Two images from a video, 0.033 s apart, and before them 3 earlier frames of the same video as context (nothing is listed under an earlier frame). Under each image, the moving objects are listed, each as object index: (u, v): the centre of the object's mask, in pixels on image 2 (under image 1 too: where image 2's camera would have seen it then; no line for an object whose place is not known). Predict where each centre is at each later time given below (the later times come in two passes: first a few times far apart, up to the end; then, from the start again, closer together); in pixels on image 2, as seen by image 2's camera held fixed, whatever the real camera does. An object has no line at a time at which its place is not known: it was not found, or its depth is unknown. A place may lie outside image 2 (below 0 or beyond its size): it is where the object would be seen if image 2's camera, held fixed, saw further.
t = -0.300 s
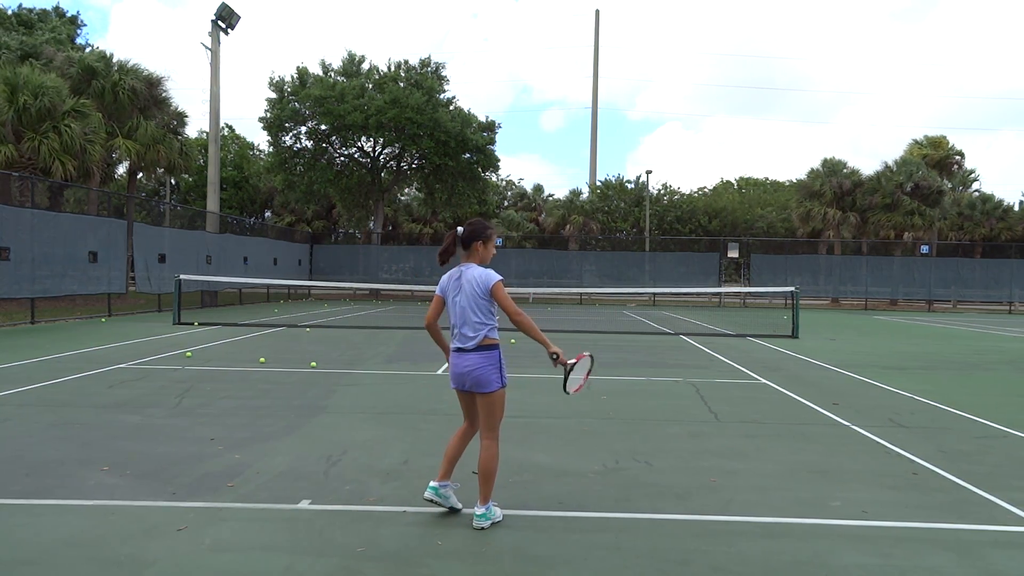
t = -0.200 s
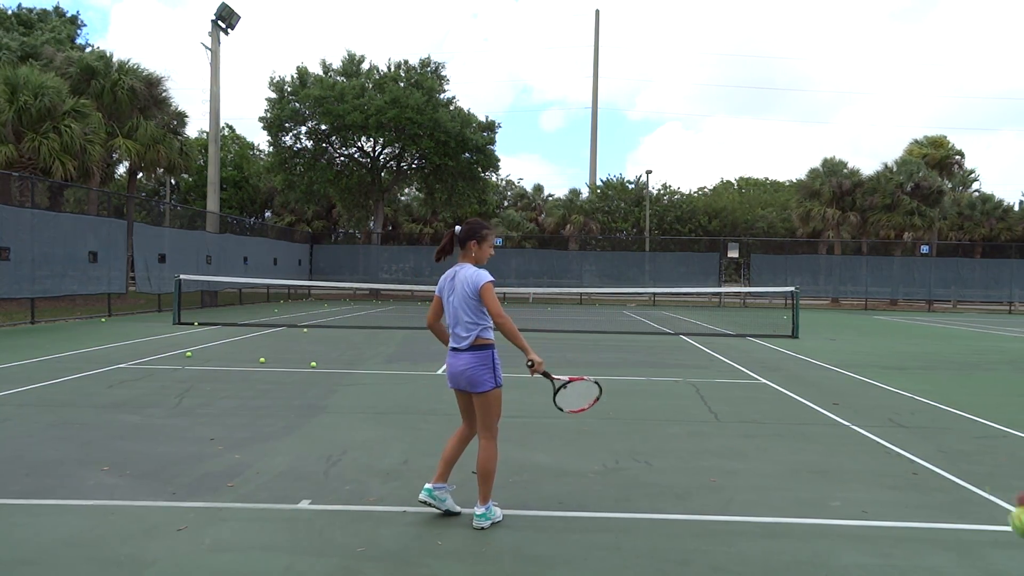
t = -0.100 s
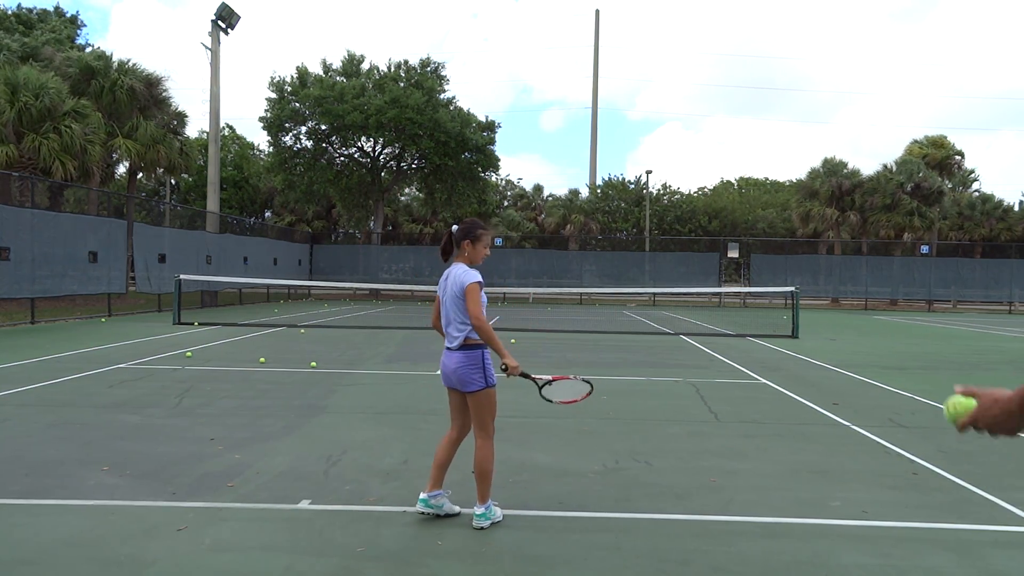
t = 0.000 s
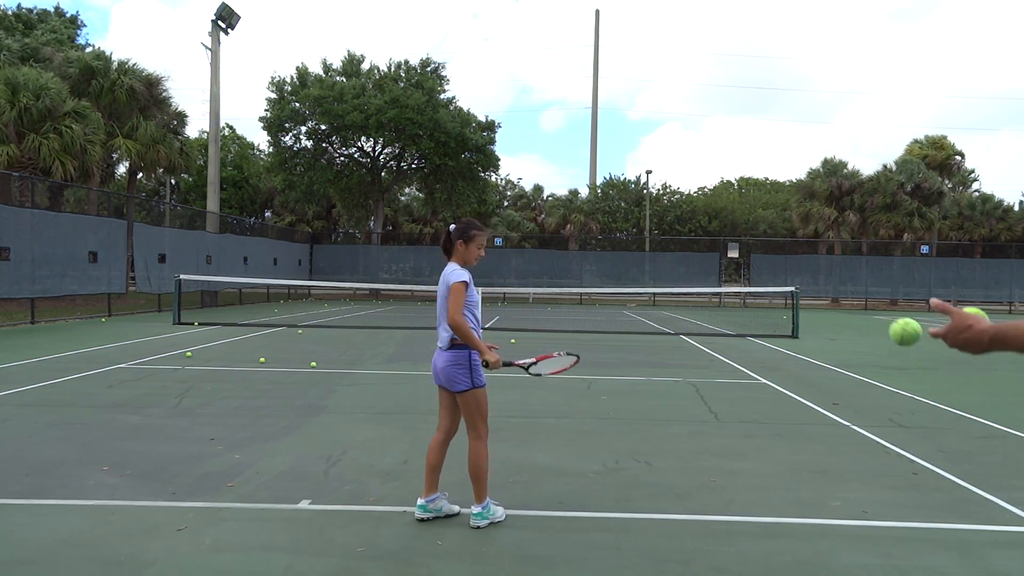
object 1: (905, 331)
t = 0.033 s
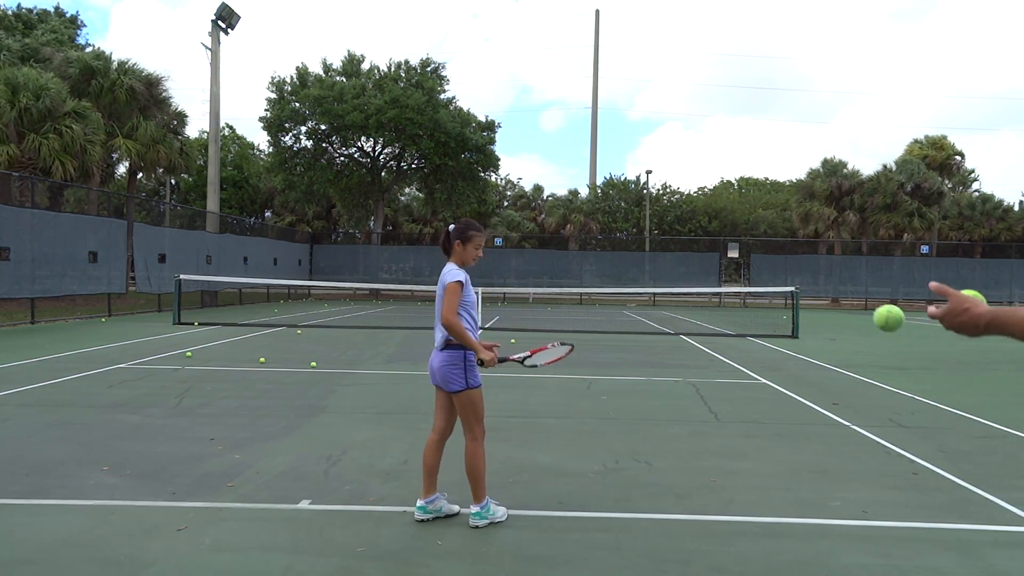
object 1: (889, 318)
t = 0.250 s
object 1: (798, 336)
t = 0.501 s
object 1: (722, 509)
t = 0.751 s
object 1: (682, 474)
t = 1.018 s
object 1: (656, 384)
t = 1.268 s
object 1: (630, 441)
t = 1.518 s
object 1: (607, 465)
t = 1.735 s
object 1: (590, 409)
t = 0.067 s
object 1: (873, 309)
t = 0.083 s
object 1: (865, 307)
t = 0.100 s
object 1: (857, 305)
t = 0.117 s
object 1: (850, 305)
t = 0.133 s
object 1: (843, 306)
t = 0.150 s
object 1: (836, 307)
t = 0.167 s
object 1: (829, 310)
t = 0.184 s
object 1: (823, 313)
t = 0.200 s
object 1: (816, 318)
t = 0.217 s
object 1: (810, 323)
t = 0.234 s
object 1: (804, 329)
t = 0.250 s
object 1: (798, 336)
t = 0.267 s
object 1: (792, 343)
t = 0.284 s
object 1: (787, 351)
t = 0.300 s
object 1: (780, 360)
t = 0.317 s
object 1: (775, 370)
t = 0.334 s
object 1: (770, 380)
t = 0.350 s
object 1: (764, 391)
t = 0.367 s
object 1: (760, 402)
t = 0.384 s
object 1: (755, 413)
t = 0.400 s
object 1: (749, 426)
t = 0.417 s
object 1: (745, 438)
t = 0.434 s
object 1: (740, 452)
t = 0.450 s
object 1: (735, 466)
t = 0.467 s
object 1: (731, 480)
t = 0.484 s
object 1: (727, 494)
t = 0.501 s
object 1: (722, 509)
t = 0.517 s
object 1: (718, 525)
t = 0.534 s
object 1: (713, 540)
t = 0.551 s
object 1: (709, 557)
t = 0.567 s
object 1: (705, 570)
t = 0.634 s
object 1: (693, 570)
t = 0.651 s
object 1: (692, 556)
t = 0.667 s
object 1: (690, 541)
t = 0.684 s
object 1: (688, 526)
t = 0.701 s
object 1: (687, 512)
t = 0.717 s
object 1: (685, 499)
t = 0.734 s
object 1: (684, 486)
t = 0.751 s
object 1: (682, 474)
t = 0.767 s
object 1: (681, 464)
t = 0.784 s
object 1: (679, 454)
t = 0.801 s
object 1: (677, 444)
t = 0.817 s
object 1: (675, 435)
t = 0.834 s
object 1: (674, 427)
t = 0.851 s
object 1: (673, 420)
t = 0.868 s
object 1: (671, 413)
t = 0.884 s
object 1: (669, 407)
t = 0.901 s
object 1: (667, 402)
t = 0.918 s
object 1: (665, 398)
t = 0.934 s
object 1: (664, 394)
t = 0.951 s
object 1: (662, 391)
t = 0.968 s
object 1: (661, 388)
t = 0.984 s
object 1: (659, 386)
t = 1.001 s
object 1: (657, 385)
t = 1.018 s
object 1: (656, 384)
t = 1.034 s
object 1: (654, 384)
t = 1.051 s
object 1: (652, 384)
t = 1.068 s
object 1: (651, 385)
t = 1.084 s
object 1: (649, 387)
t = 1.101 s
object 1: (647, 389)
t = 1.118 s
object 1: (646, 392)
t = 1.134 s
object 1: (644, 395)
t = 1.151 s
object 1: (642, 399)
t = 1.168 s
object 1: (640, 404)
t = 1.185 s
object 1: (638, 409)
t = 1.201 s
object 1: (637, 414)
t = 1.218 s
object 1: (635, 420)
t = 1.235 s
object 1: (634, 426)
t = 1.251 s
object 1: (632, 433)
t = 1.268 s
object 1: (630, 441)
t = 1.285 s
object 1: (629, 449)
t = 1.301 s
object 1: (627, 457)
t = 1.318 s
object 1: (625, 466)
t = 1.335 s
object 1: (623, 475)
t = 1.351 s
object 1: (622, 485)
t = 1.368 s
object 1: (620, 495)
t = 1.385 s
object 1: (618, 506)
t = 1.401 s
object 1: (617, 517)
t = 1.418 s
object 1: (615, 523)
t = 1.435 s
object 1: (614, 511)
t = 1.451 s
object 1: (613, 500)
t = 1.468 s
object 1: (611, 491)
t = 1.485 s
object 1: (610, 481)
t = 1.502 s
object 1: (609, 473)
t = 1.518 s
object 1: (607, 465)
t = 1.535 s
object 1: (606, 457)
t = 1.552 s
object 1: (605, 450)
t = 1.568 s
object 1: (603, 444)
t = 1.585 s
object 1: (602, 438)
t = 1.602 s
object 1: (601, 433)
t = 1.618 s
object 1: (599, 428)
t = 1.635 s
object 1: (598, 424)
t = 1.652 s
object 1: (597, 420)
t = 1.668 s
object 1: (596, 417)
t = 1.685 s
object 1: (594, 414)
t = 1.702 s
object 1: (593, 412)
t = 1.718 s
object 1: (592, 410)
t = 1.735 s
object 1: (590, 409)
